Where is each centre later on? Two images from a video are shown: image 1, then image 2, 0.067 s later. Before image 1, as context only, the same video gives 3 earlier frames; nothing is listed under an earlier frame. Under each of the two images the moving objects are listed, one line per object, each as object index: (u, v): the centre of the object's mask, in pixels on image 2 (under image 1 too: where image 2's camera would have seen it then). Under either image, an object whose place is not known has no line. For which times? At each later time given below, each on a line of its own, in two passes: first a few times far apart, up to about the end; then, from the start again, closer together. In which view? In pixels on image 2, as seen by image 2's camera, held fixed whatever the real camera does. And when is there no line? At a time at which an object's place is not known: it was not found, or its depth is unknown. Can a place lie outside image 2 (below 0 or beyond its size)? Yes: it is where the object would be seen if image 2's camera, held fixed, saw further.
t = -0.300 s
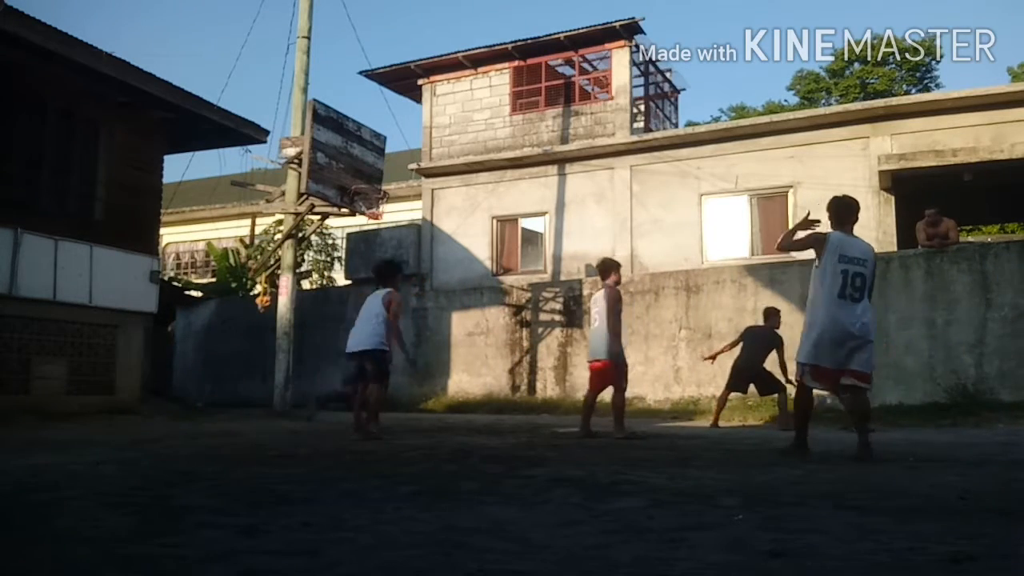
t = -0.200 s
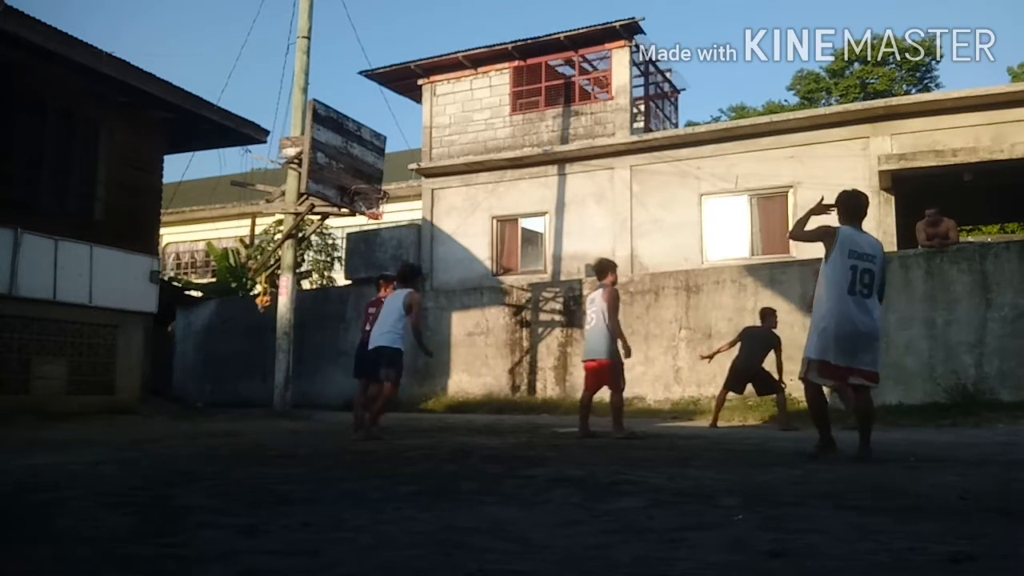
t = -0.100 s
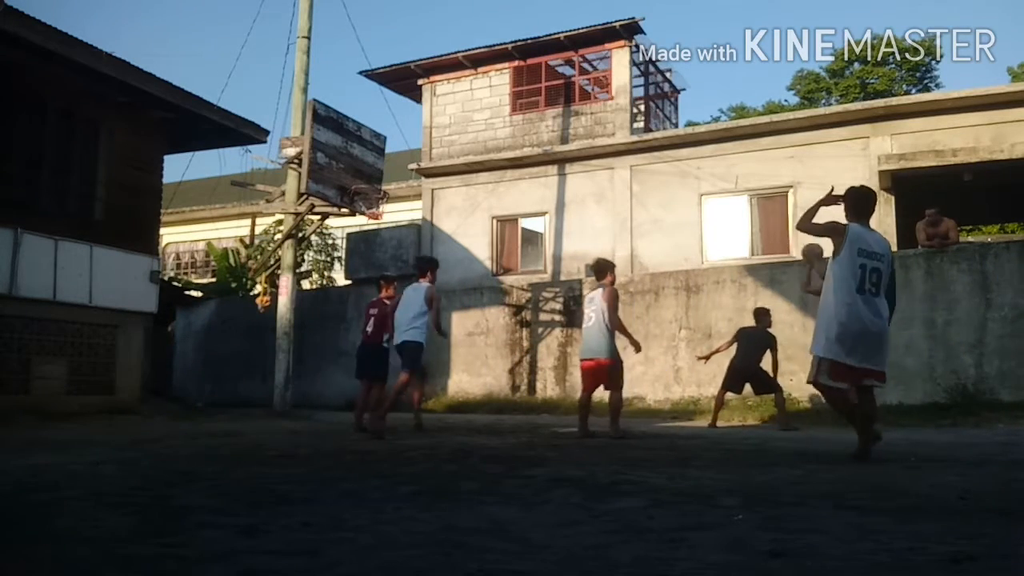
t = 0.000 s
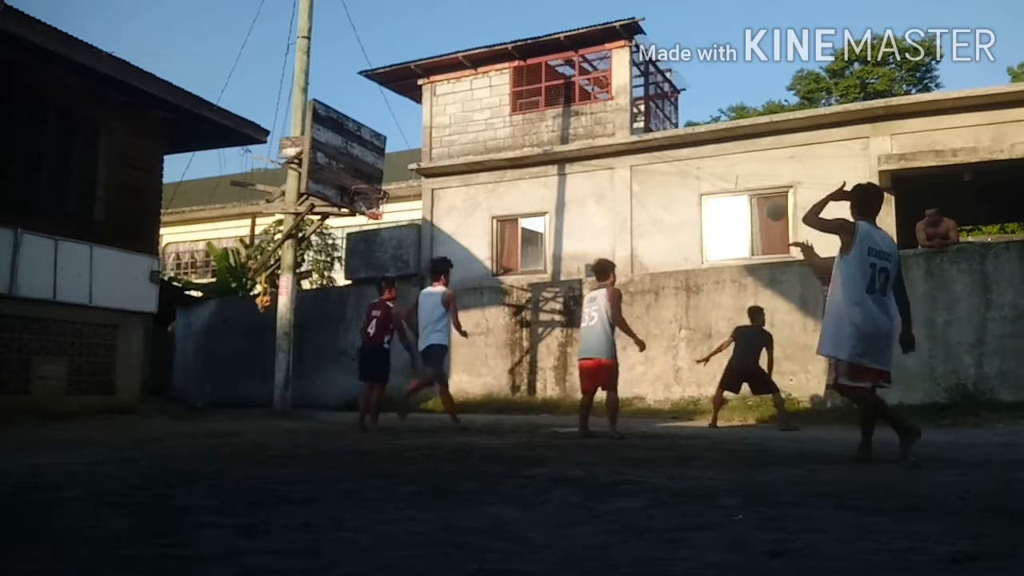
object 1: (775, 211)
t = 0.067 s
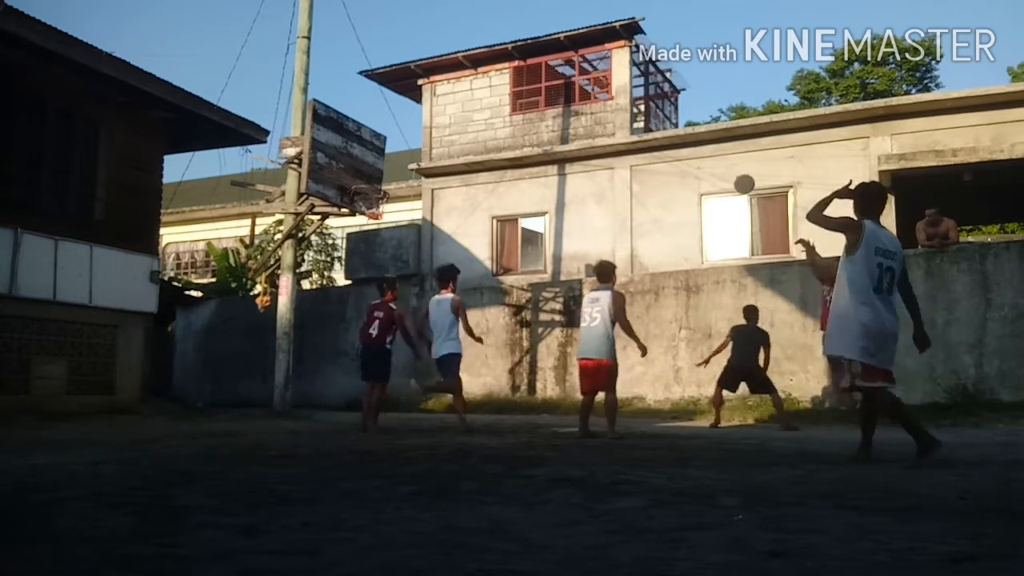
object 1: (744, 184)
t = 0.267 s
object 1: (654, 128)
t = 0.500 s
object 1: (558, 102)
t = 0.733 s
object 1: (468, 118)
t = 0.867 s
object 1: (418, 144)
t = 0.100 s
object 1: (728, 172)
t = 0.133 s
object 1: (713, 161)
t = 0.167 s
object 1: (699, 151)
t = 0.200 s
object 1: (683, 142)
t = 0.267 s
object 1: (654, 128)
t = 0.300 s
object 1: (640, 122)
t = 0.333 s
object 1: (626, 116)
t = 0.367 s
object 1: (613, 112)
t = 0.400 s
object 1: (599, 109)
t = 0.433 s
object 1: (585, 105)
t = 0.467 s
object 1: (571, 104)
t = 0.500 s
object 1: (558, 102)
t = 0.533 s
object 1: (545, 102)
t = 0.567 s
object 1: (531, 103)
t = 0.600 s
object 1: (518, 104)
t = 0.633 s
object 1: (505, 107)
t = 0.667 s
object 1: (493, 110)
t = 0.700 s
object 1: (480, 114)
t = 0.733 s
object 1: (468, 118)
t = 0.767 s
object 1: (455, 123)
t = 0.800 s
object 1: (442, 129)
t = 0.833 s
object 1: (430, 136)
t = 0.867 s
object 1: (418, 144)
